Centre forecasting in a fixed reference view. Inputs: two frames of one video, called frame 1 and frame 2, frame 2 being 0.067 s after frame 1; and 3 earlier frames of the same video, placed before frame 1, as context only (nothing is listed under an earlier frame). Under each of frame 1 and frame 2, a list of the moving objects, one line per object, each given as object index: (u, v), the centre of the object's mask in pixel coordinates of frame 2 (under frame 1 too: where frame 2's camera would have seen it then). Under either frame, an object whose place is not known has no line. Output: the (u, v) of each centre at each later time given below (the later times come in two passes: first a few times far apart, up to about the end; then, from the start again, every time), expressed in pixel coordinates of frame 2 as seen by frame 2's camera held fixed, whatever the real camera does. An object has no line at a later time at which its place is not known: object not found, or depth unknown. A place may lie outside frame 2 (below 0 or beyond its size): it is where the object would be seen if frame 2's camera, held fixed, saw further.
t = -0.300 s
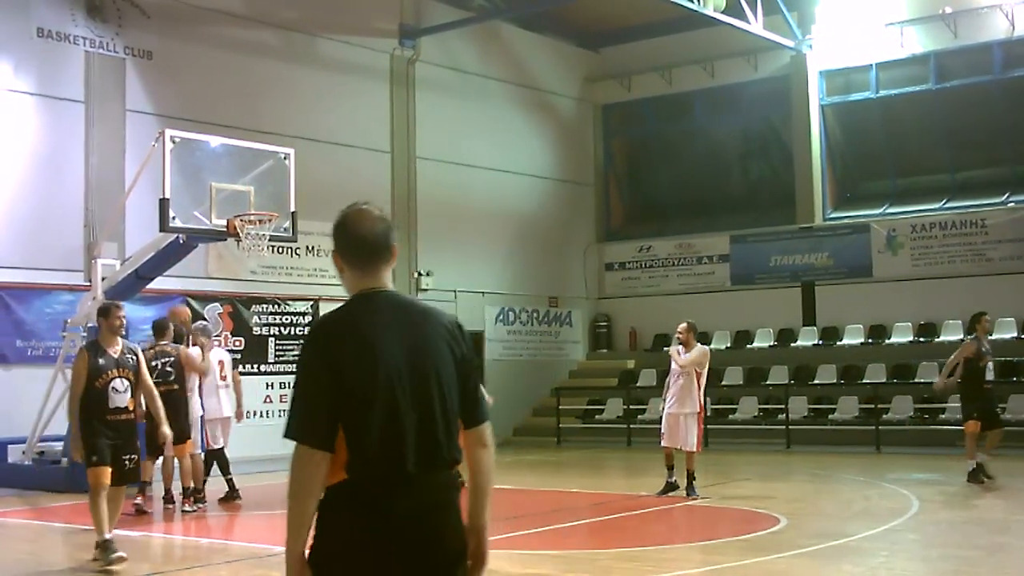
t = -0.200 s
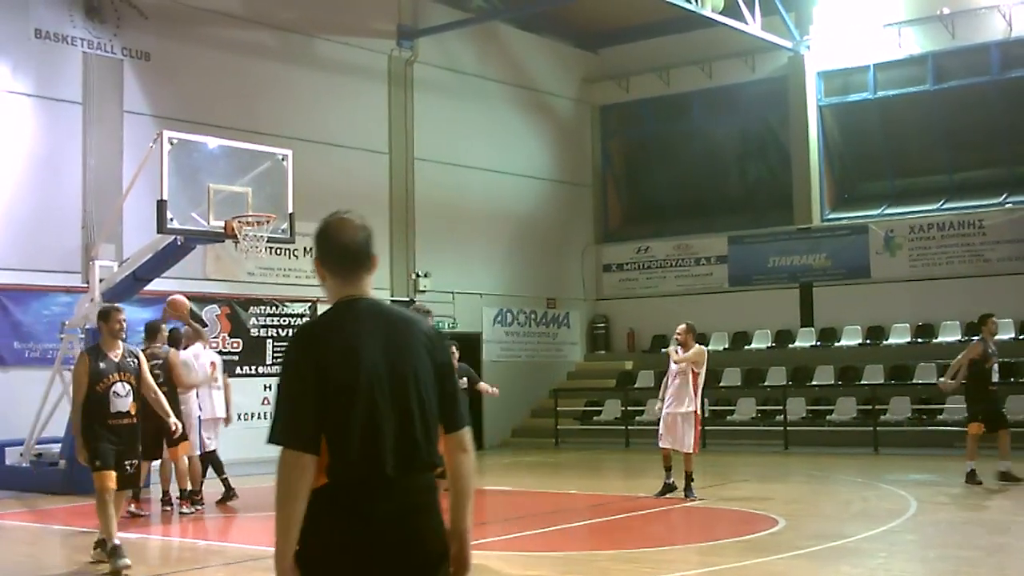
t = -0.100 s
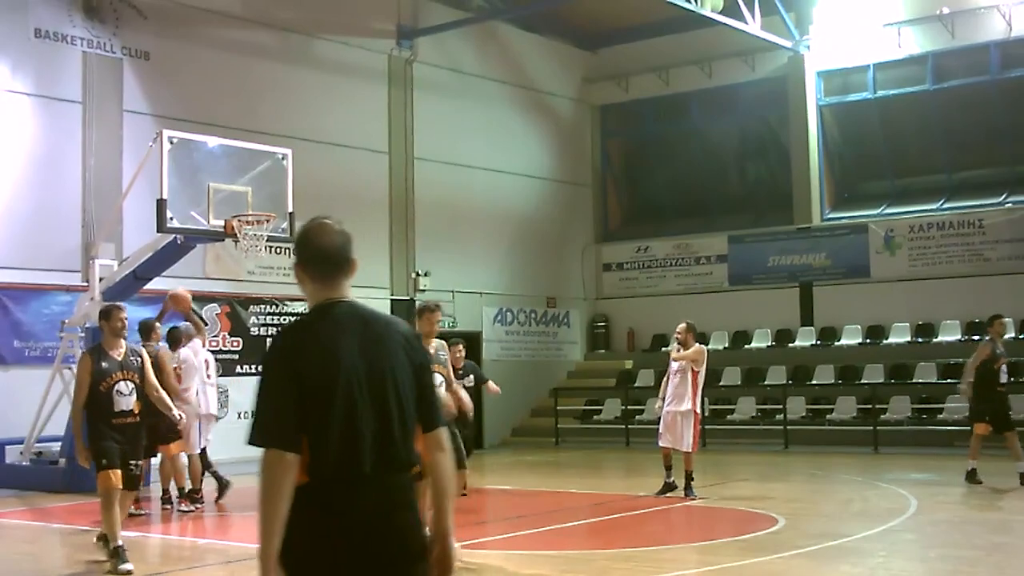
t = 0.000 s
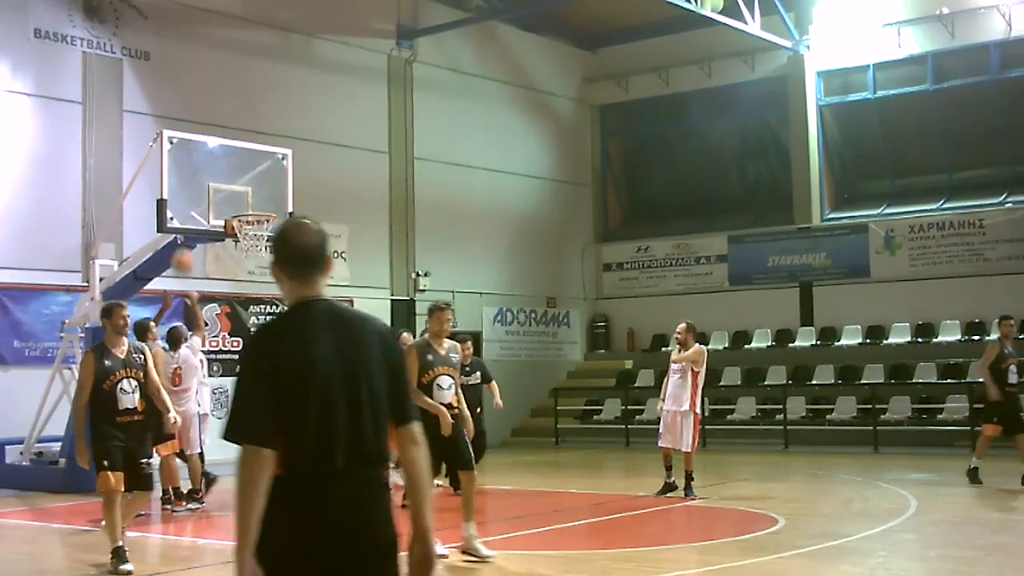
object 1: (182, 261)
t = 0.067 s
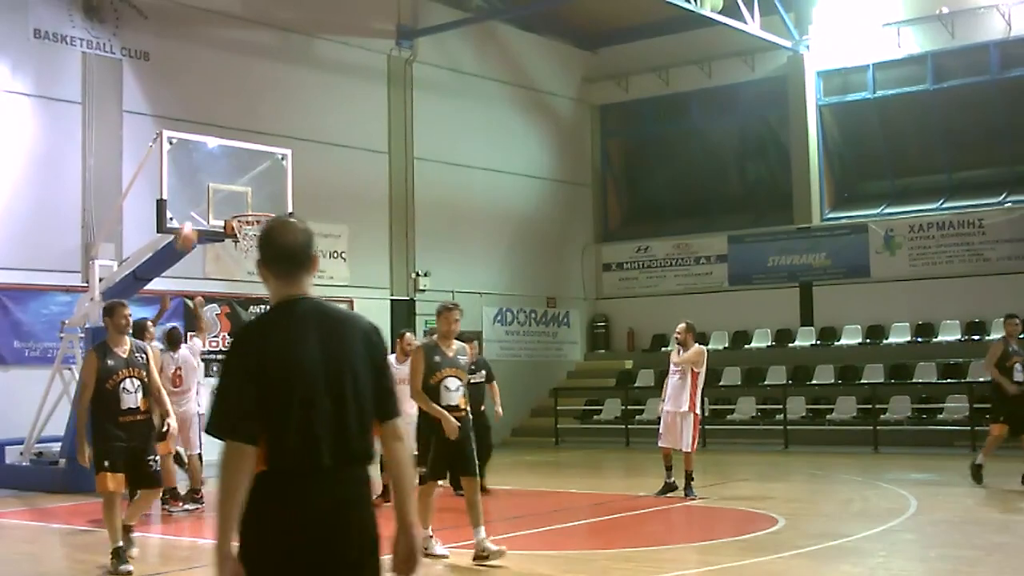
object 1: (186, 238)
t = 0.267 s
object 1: (194, 183)
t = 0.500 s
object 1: (222, 185)
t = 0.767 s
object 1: (225, 193)
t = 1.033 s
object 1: (211, 225)
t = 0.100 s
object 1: (187, 224)
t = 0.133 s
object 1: (188, 213)
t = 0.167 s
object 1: (189, 203)
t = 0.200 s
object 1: (191, 195)
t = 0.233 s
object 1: (192, 188)
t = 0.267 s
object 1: (194, 183)
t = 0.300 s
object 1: (198, 180)
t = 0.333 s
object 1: (201, 178)
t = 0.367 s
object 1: (205, 178)
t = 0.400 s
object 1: (209, 178)
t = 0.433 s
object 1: (213, 179)
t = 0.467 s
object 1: (218, 182)
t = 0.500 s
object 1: (222, 185)
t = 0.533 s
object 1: (225, 189)
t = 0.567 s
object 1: (230, 195)
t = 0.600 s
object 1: (234, 202)
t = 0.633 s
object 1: (235, 201)
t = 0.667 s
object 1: (232, 198)
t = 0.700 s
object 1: (230, 195)
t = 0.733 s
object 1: (228, 194)
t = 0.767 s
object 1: (225, 193)
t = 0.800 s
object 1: (224, 193)
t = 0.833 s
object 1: (222, 195)
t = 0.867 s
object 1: (220, 197)
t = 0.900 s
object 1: (218, 201)
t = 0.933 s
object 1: (217, 205)
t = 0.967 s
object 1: (214, 211)
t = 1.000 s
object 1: (213, 217)
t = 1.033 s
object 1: (211, 225)
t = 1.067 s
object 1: (208, 235)
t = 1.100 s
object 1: (206, 244)
